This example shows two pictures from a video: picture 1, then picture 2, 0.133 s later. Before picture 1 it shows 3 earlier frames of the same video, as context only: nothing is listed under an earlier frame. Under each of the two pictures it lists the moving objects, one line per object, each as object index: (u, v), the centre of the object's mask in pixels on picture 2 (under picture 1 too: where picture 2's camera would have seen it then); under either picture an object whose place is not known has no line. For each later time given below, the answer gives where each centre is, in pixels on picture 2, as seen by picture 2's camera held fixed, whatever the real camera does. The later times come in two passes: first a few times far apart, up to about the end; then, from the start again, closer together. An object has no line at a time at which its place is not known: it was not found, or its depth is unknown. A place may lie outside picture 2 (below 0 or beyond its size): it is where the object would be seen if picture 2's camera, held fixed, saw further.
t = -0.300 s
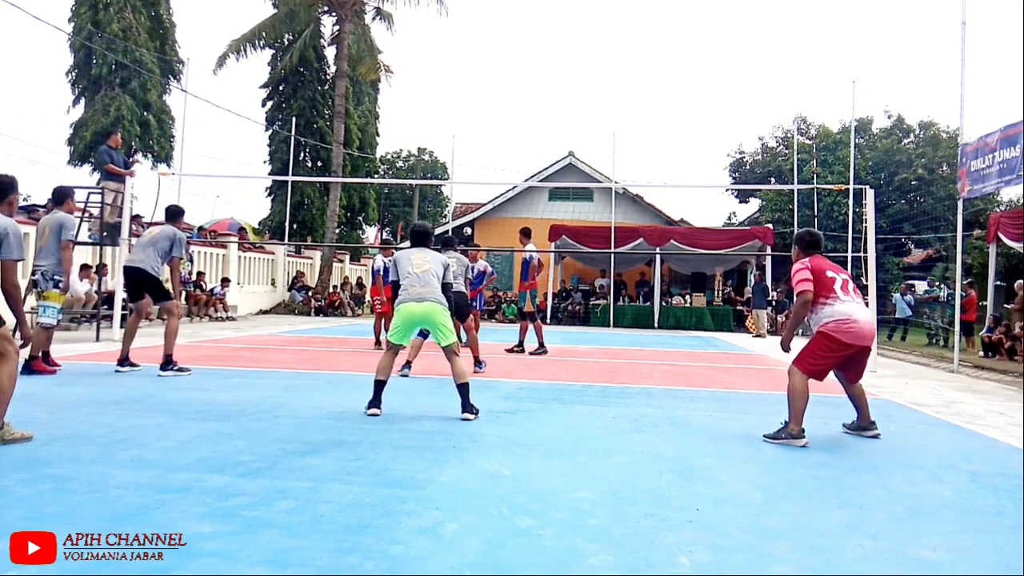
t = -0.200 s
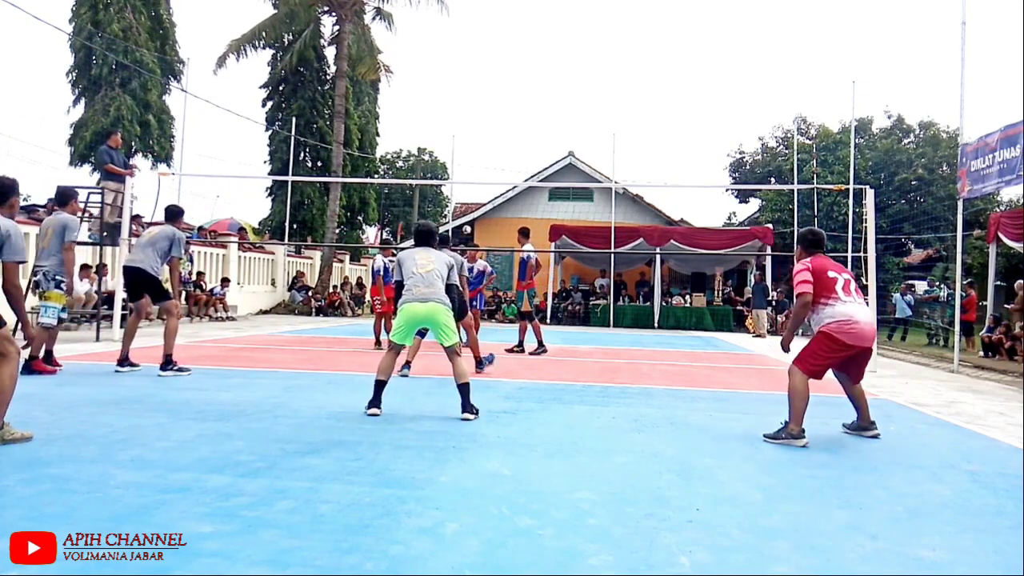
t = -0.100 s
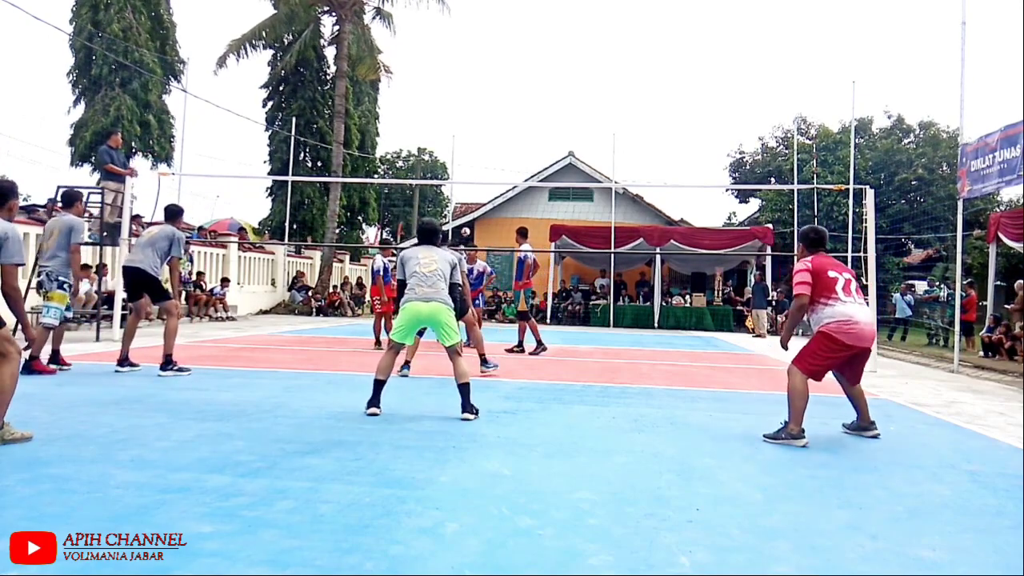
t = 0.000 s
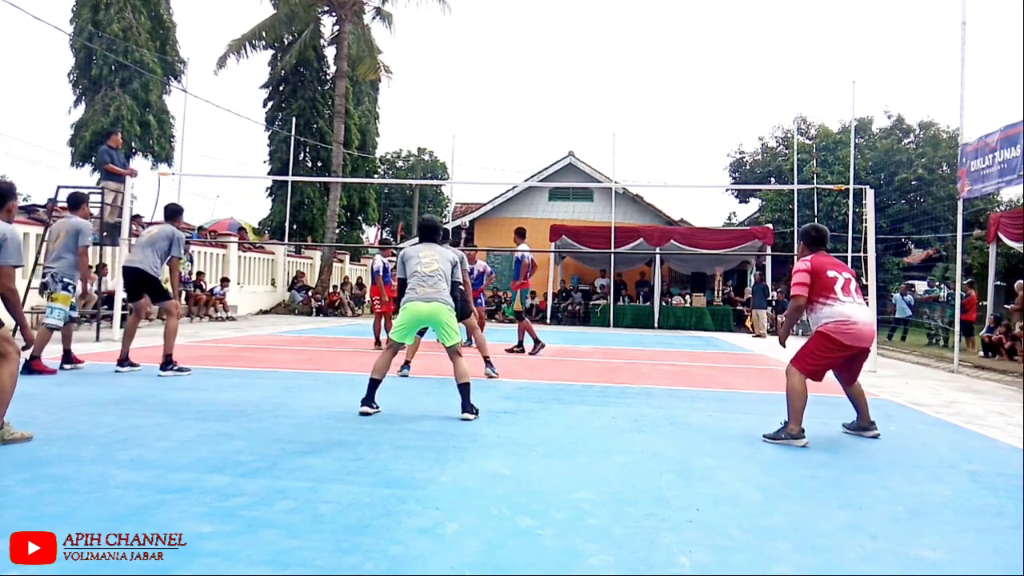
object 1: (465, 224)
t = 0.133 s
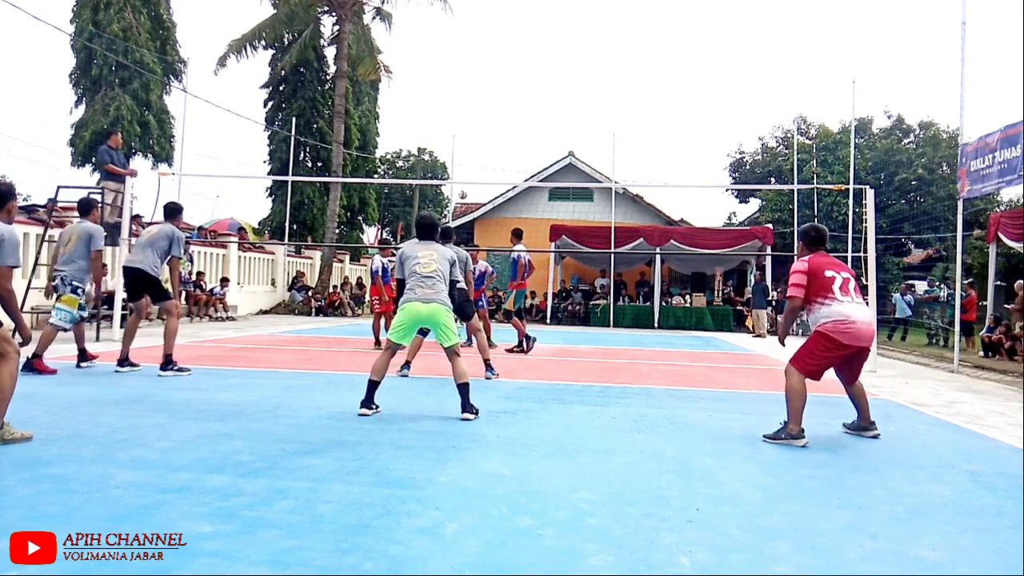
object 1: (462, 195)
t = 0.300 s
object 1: (462, 163)
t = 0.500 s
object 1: (468, 131)
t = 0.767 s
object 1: (485, 114)
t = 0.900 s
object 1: (498, 123)
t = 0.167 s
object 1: (462, 188)
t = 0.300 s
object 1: (462, 163)
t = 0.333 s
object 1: (463, 157)
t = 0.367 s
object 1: (464, 151)
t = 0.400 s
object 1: (464, 146)
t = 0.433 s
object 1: (465, 141)
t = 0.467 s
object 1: (467, 136)
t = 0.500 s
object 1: (468, 131)
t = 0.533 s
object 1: (470, 127)
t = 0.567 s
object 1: (472, 124)
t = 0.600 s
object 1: (473, 121)
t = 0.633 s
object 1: (476, 118)
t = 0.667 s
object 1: (478, 116)
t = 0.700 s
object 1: (480, 114)
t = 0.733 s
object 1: (483, 114)
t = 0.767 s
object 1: (485, 114)
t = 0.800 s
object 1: (488, 115)
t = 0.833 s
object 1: (491, 117)
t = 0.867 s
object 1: (494, 119)
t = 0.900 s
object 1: (498, 123)
